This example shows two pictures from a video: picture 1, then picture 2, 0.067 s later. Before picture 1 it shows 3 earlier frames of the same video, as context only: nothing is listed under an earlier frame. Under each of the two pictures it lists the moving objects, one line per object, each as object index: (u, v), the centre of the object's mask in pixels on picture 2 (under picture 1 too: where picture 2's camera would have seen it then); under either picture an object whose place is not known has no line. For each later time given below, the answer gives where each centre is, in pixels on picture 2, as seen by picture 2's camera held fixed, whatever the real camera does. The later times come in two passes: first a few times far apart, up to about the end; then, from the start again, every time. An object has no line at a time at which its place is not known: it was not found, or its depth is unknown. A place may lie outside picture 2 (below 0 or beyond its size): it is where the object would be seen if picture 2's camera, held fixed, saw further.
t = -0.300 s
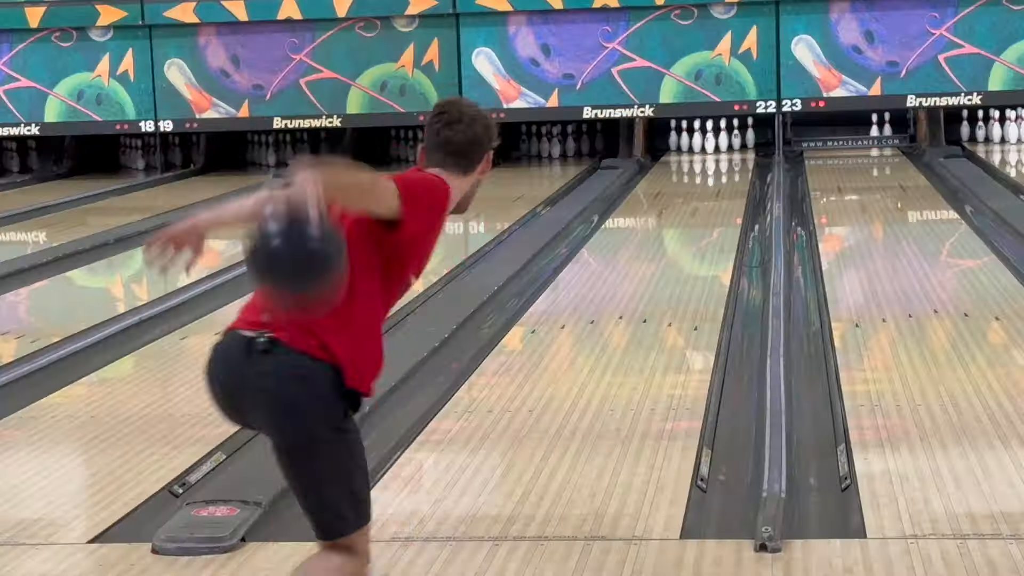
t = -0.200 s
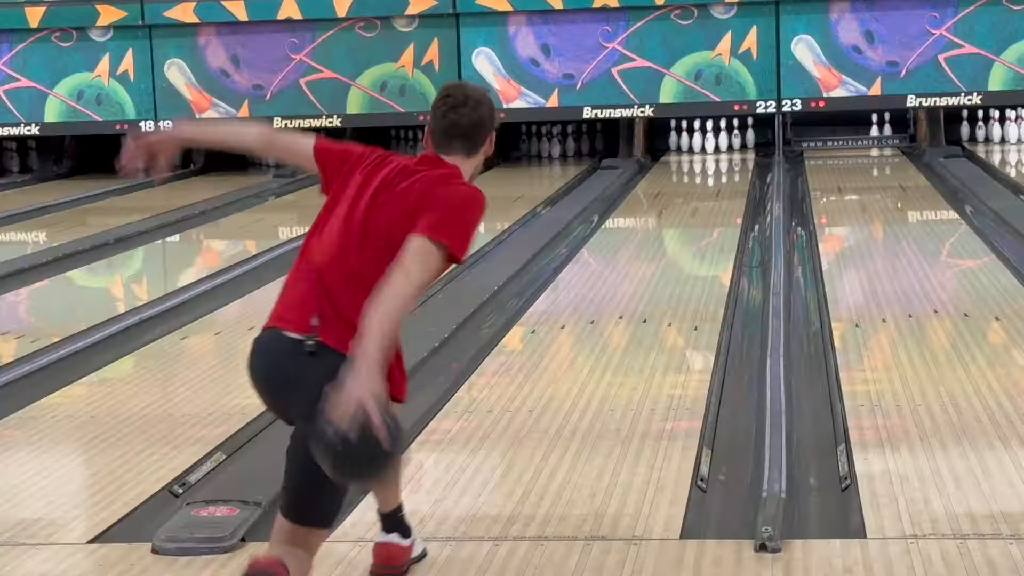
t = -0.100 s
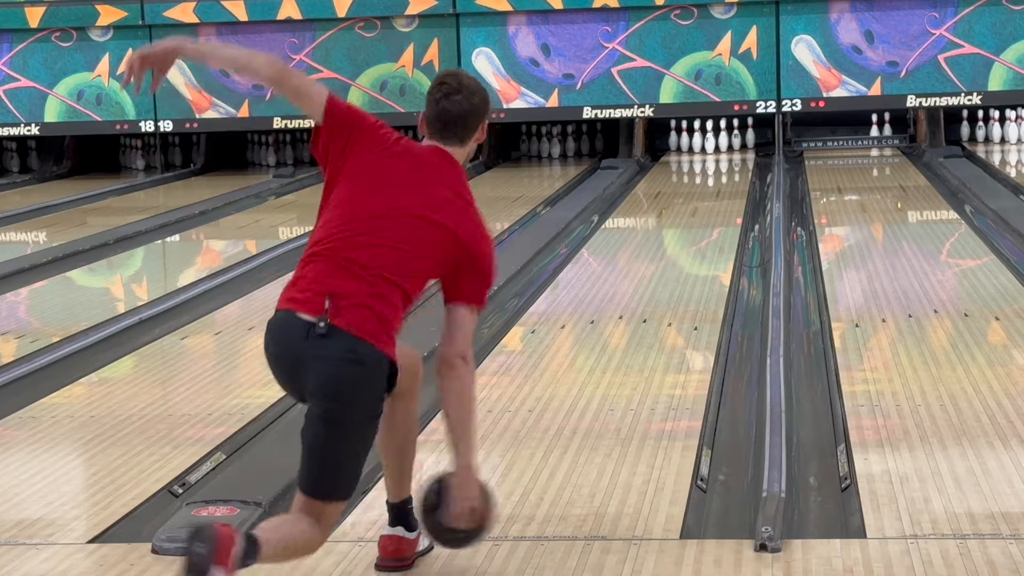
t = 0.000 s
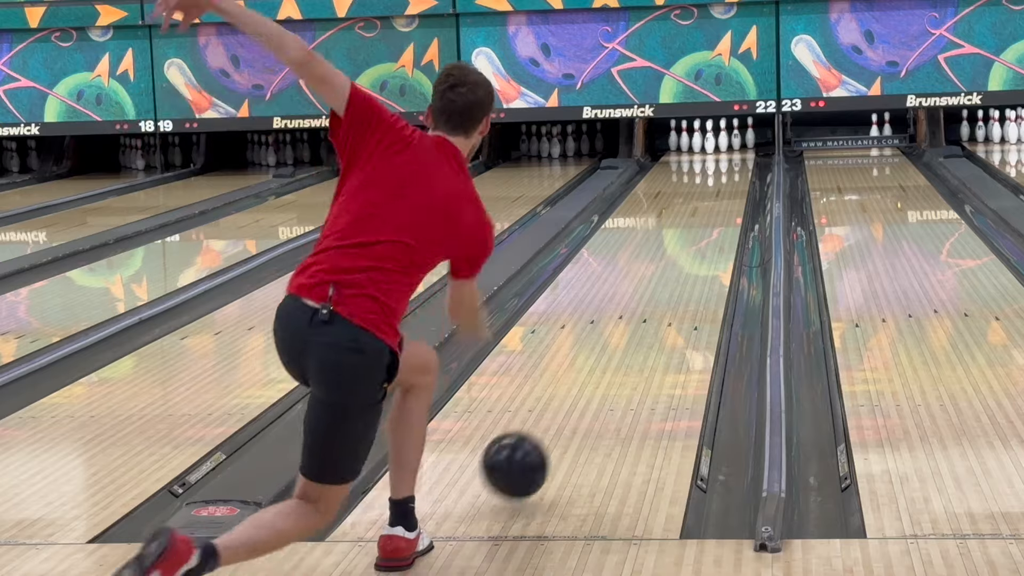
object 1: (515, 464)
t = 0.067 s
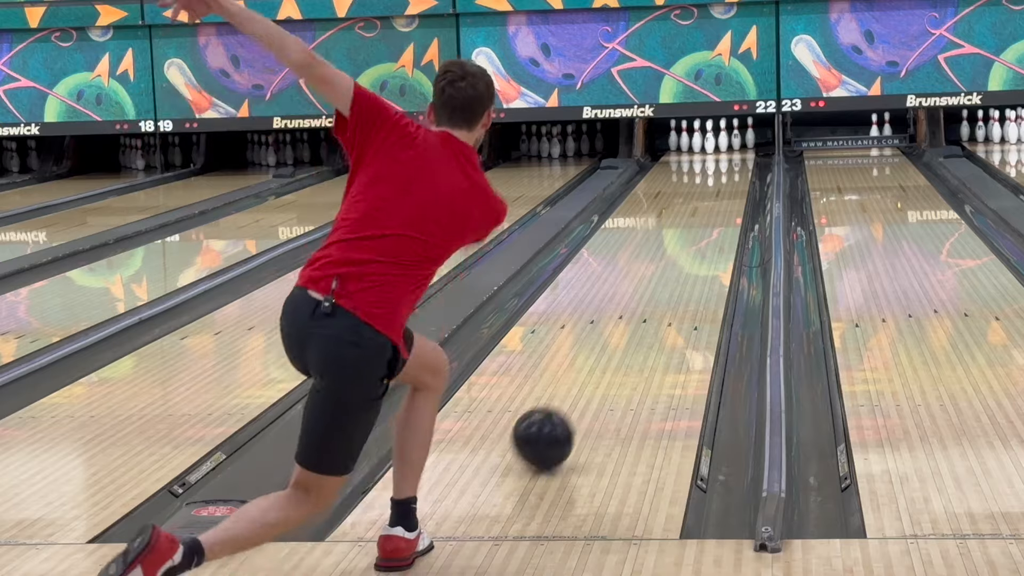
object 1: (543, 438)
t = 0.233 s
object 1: (595, 369)
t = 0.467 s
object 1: (644, 304)
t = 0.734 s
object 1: (680, 254)
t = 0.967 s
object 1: (701, 224)
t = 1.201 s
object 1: (716, 200)
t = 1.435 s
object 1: (726, 182)
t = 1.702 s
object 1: (728, 165)
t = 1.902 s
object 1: (724, 156)
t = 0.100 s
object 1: (555, 422)
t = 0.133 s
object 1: (566, 408)
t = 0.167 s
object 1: (577, 394)
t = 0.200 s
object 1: (586, 381)
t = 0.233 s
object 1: (595, 369)
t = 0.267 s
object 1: (604, 358)
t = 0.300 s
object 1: (612, 348)
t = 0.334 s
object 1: (619, 338)
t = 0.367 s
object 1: (626, 328)
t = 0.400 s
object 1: (632, 320)
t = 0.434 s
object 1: (638, 311)
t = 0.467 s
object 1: (644, 304)
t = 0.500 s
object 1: (649, 296)
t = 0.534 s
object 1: (654, 289)
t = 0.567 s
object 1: (659, 283)
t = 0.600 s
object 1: (664, 276)
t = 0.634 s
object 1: (668, 271)
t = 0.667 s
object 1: (672, 265)
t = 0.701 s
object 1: (676, 259)
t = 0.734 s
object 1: (680, 254)
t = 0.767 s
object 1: (684, 249)
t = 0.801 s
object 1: (687, 244)
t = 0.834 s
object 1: (690, 240)
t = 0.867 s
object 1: (693, 235)
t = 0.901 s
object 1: (696, 231)
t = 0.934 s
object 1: (699, 227)
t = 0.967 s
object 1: (701, 224)
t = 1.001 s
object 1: (704, 220)
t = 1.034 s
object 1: (706, 216)
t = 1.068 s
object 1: (708, 213)
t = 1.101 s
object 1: (711, 209)
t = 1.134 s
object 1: (713, 206)
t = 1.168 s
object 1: (715, 203)
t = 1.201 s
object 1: (716, 200)
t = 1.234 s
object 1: (718, 197)
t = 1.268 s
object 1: (720, 194)
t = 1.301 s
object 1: (721, 191)
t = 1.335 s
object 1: (722, 189)
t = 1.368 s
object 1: (724, 186)
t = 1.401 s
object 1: (725, 184)
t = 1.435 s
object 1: (726, 182)
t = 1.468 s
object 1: (727, 179)
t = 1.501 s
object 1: (727, 177)
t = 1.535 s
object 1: (728, 175)
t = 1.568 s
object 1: (728, 173)
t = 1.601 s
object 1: (729, 171)
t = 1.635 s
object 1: (729, 169)
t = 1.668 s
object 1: (729, 167)
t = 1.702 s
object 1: (728, 165)
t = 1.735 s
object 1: (728, 163)
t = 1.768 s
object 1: (727, 162)
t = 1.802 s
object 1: (727, 160)
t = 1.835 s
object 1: (726, 159)
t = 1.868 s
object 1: (725, 157)
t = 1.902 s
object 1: (724, 156)
